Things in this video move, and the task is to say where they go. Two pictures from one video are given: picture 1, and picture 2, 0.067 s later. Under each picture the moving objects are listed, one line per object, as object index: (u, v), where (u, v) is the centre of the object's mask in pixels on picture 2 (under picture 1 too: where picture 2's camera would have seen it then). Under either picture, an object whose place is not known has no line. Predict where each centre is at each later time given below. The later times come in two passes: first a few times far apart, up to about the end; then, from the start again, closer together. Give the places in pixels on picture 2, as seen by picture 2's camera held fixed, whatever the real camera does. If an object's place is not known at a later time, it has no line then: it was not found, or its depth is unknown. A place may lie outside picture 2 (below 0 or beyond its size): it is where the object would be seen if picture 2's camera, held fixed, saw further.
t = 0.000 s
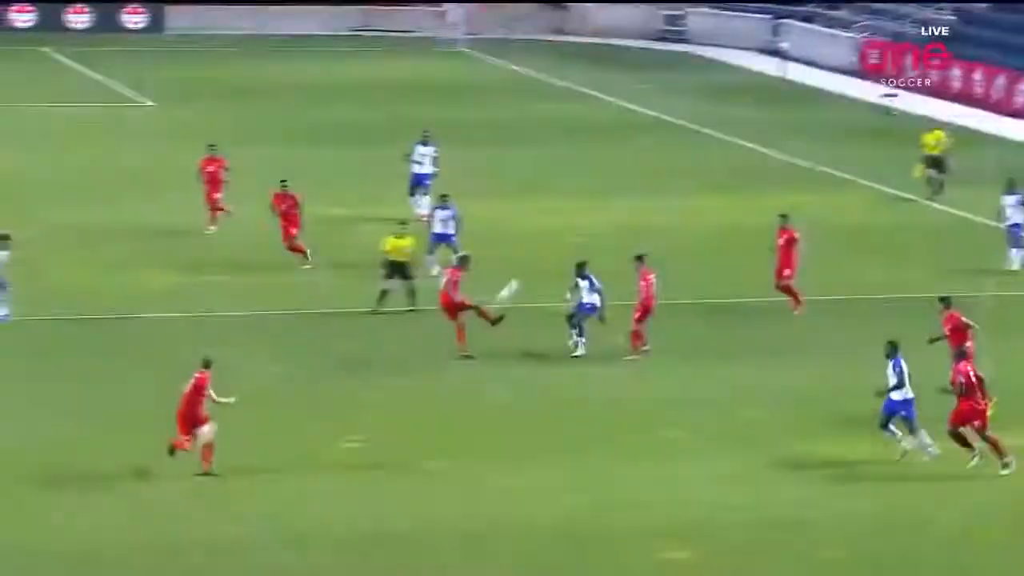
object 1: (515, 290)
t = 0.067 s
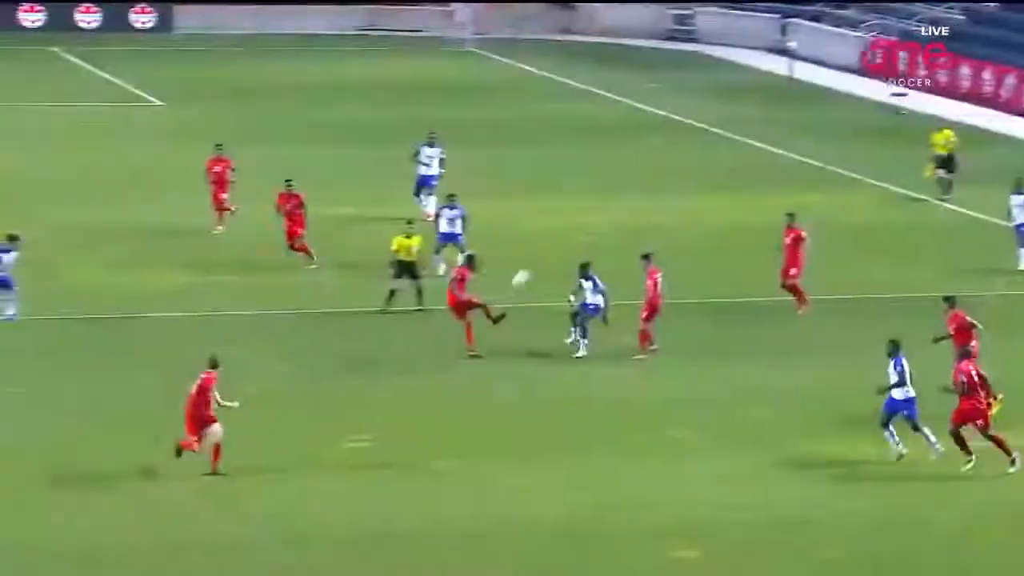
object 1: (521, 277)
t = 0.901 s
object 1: (557, 112)
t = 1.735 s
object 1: (520, 202)
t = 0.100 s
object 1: (524, 269)
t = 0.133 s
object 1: (527, 257)
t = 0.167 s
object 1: (530, 248)
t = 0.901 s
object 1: (557, 112)
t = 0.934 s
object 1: (557, 112)
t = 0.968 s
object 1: (558, 111)
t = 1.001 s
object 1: (557, 111)
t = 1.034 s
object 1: (557, 109)
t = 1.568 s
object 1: (533, 161)
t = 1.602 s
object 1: (531, 169)
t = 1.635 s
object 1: (528, 178)
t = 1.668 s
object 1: (526, 187)
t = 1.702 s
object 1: (523, 194)
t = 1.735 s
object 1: (520, 202)
